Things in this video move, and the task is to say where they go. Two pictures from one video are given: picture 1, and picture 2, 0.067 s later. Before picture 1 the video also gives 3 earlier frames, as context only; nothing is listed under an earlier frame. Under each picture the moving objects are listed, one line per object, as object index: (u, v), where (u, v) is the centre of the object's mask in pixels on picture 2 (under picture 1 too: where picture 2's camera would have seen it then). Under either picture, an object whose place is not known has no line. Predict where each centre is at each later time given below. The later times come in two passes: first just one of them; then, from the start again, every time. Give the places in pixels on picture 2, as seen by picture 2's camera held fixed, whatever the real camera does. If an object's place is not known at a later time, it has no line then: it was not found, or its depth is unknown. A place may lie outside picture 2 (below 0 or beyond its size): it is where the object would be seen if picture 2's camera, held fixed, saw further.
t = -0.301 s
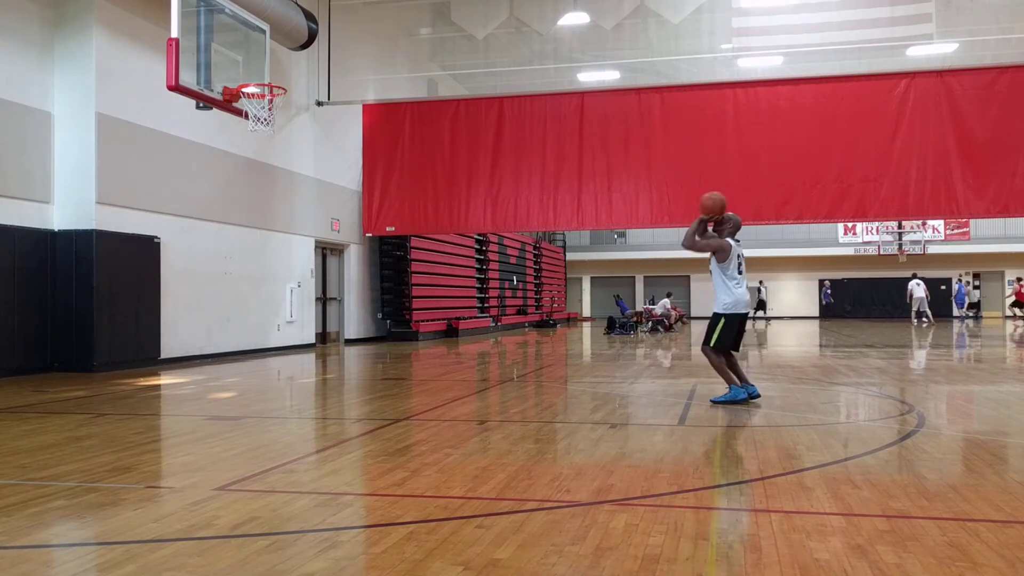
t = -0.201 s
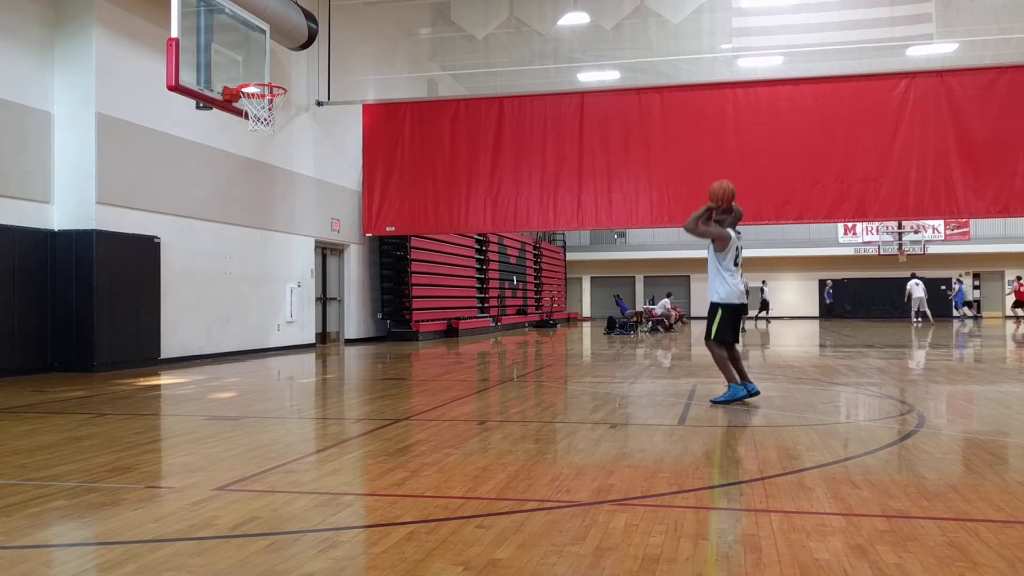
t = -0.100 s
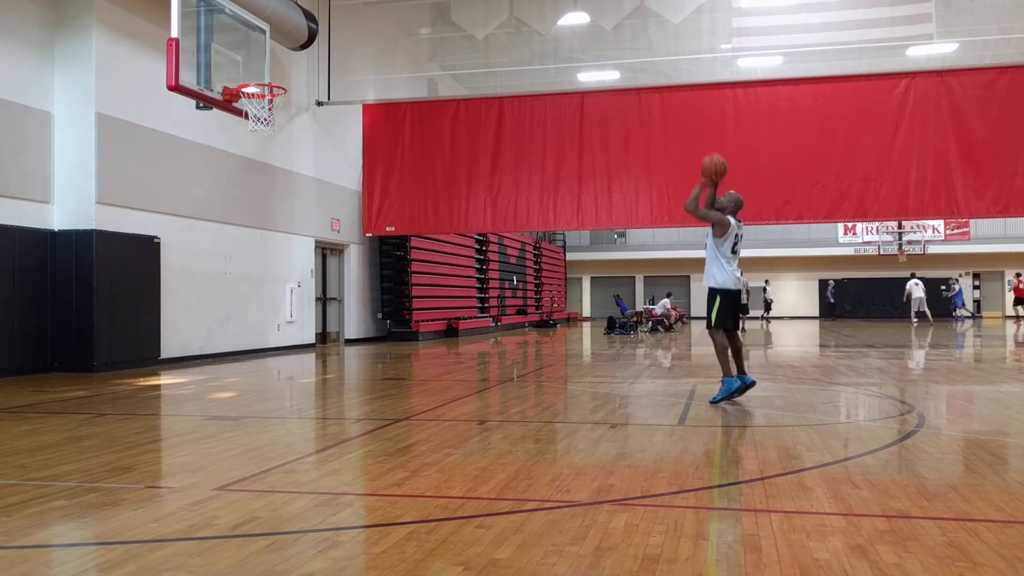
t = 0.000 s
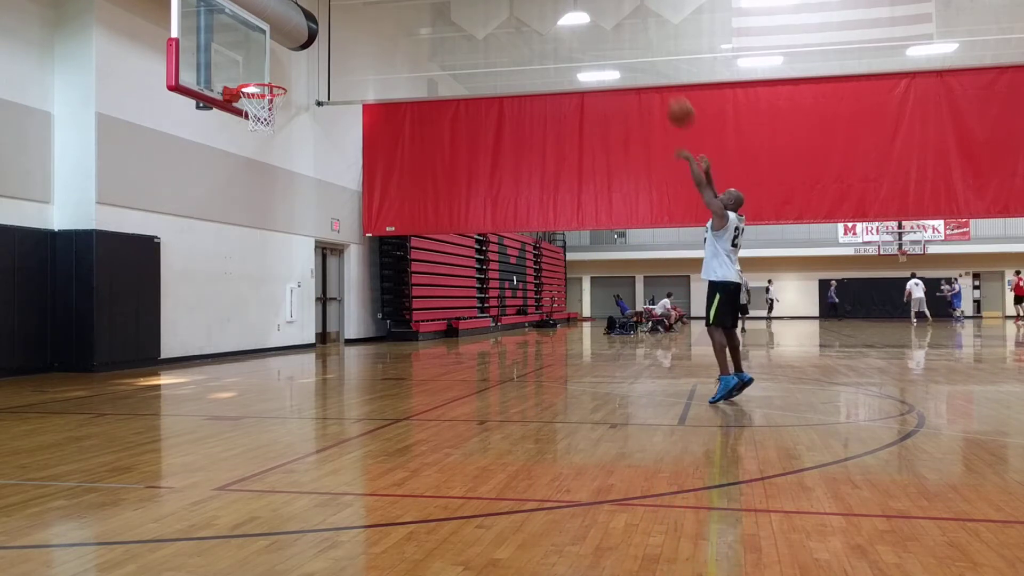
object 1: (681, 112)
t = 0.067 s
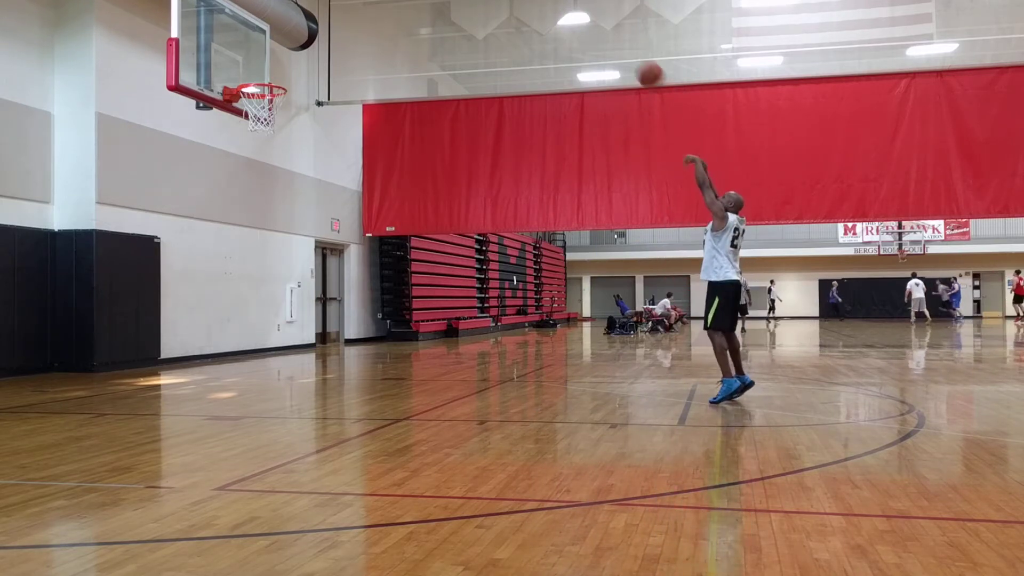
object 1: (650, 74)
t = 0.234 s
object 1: (578, 6)
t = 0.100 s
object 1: (636, 58)
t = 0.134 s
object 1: (621, 42)
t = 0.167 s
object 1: (607, 28)
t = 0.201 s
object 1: (593, 14)
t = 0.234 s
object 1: (578, 6)
